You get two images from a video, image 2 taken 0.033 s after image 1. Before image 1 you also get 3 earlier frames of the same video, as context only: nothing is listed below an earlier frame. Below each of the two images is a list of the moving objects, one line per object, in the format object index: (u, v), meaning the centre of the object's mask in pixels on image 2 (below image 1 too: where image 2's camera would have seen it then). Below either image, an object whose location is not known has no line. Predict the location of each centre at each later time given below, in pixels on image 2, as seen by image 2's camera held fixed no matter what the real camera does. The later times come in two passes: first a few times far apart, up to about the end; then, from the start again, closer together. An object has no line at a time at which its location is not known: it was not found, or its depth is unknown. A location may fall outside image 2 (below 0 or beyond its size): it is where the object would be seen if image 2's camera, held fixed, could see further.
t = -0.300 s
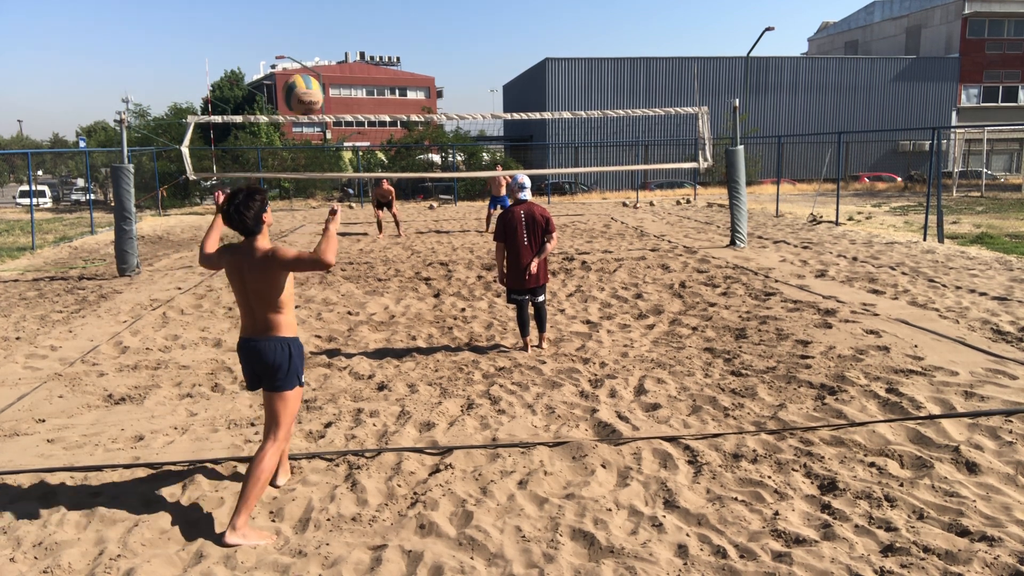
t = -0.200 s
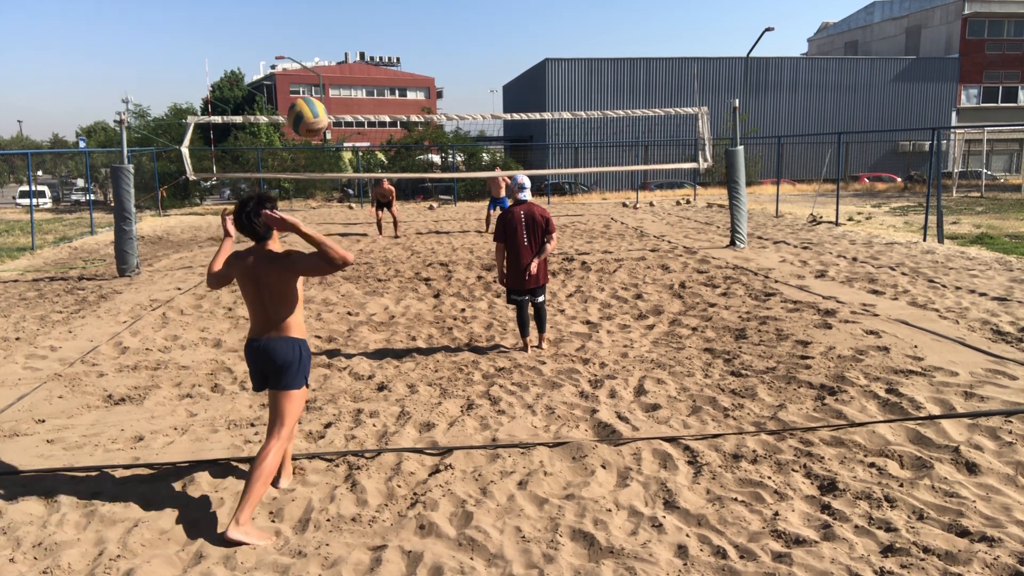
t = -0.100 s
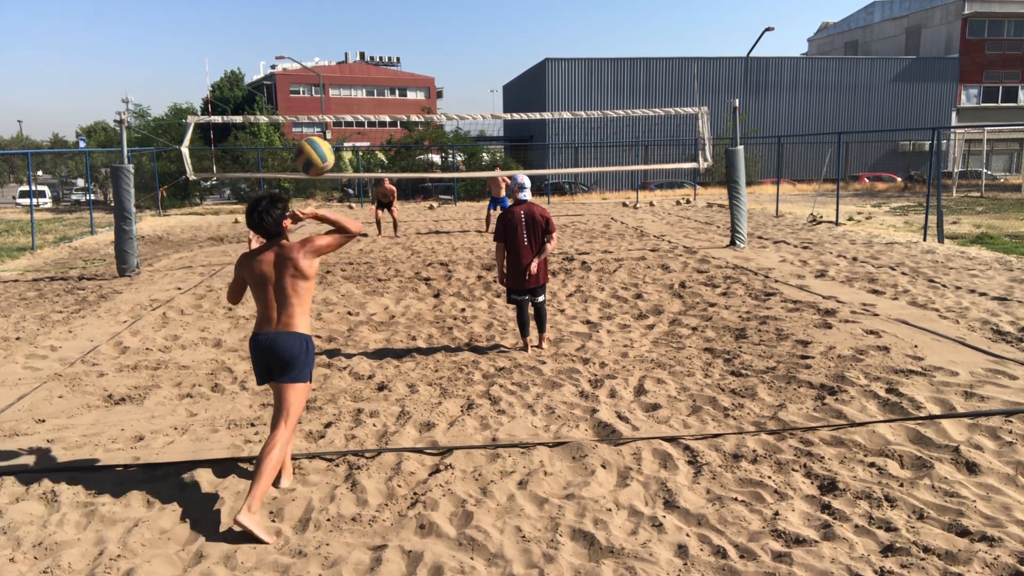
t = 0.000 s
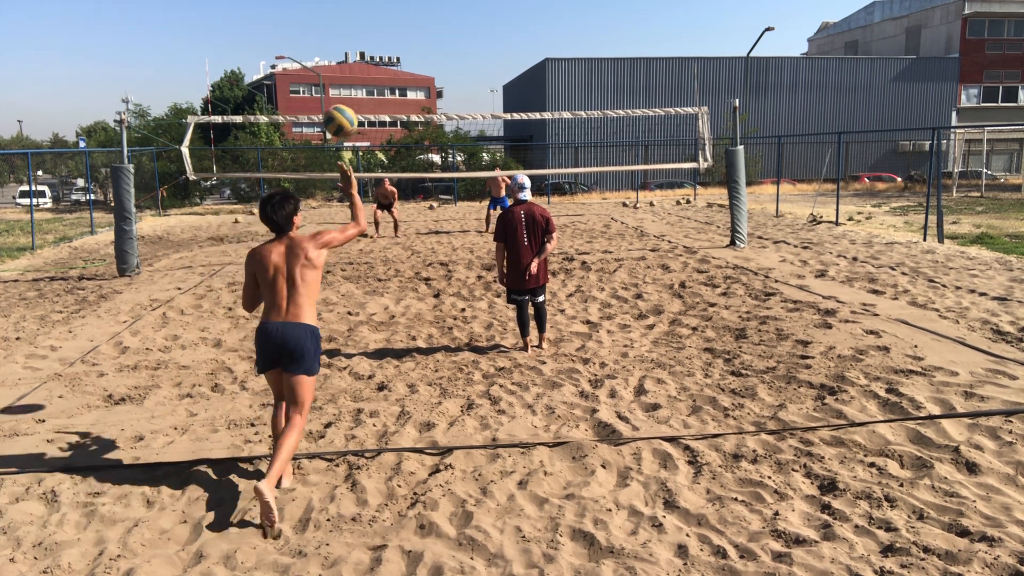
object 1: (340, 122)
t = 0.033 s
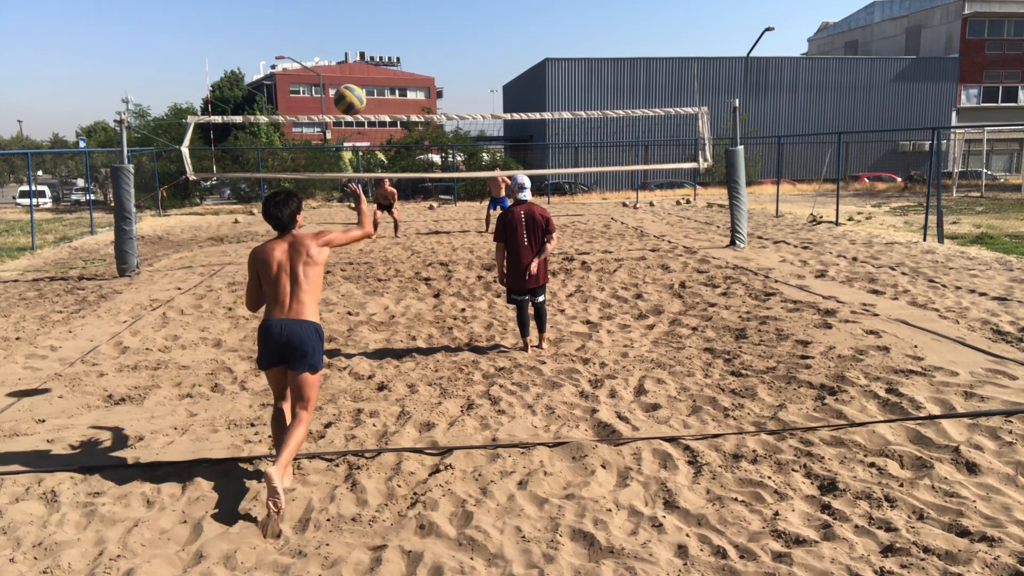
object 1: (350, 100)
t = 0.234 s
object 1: (388, 35)
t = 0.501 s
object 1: (408, 38)
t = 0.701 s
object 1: (420, 67)
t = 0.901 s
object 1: (430, 108)
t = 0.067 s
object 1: (358, 82)
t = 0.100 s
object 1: (365, 68)
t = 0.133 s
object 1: (372, 56)
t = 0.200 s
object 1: (383, 40)
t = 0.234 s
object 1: (388, 35)
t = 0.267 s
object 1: (391, 31)
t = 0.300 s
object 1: (394, 29)
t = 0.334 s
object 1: (397, 28)
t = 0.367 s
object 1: (399, 28)
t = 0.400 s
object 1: (402, 30)
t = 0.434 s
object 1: (404, 32)
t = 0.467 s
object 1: (406, 34)
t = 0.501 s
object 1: (408, 38)
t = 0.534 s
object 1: (410, 42)
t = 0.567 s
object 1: (412, 46)
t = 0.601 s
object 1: (414, 51)
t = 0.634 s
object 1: (416, 56)
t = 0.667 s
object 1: (418, 62)
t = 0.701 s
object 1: (420, 67)
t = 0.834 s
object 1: (428, 93)
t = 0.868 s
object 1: (429, 102)
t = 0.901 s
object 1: (430, 108)
